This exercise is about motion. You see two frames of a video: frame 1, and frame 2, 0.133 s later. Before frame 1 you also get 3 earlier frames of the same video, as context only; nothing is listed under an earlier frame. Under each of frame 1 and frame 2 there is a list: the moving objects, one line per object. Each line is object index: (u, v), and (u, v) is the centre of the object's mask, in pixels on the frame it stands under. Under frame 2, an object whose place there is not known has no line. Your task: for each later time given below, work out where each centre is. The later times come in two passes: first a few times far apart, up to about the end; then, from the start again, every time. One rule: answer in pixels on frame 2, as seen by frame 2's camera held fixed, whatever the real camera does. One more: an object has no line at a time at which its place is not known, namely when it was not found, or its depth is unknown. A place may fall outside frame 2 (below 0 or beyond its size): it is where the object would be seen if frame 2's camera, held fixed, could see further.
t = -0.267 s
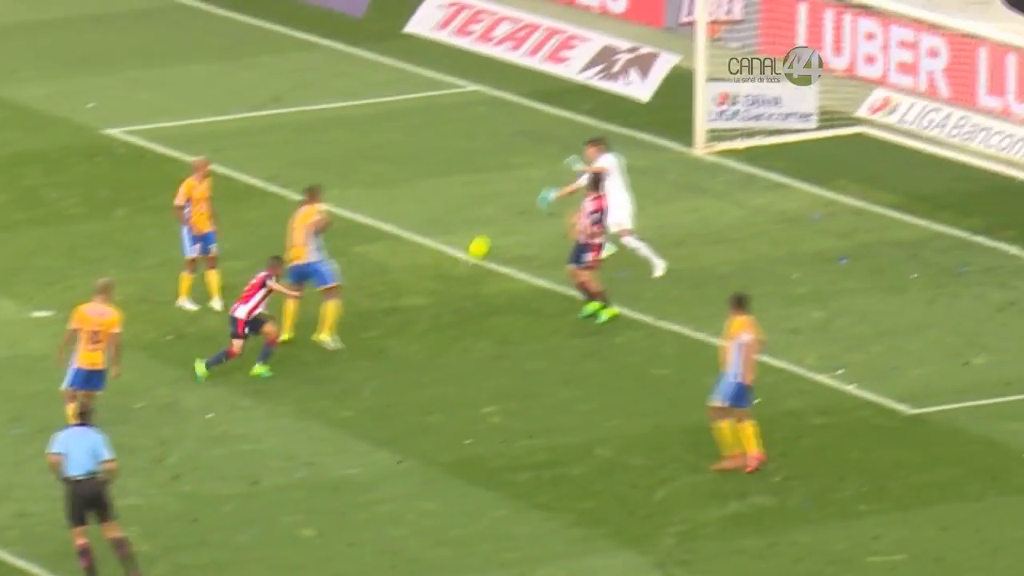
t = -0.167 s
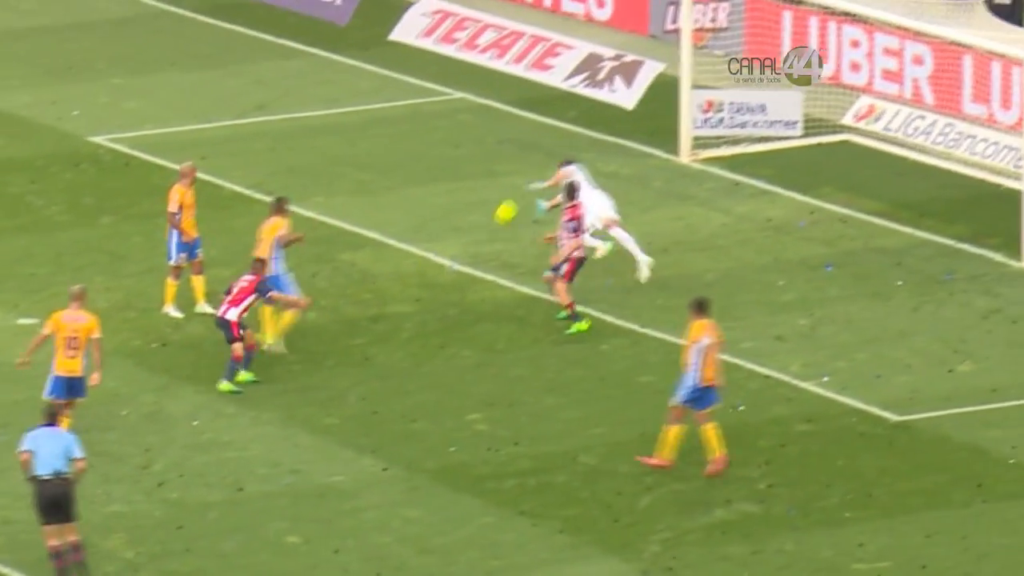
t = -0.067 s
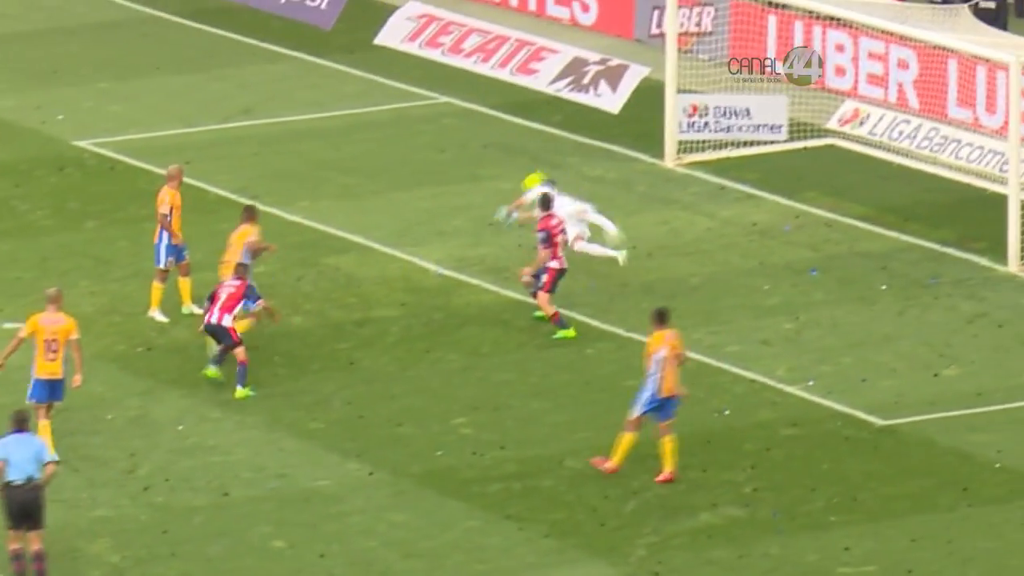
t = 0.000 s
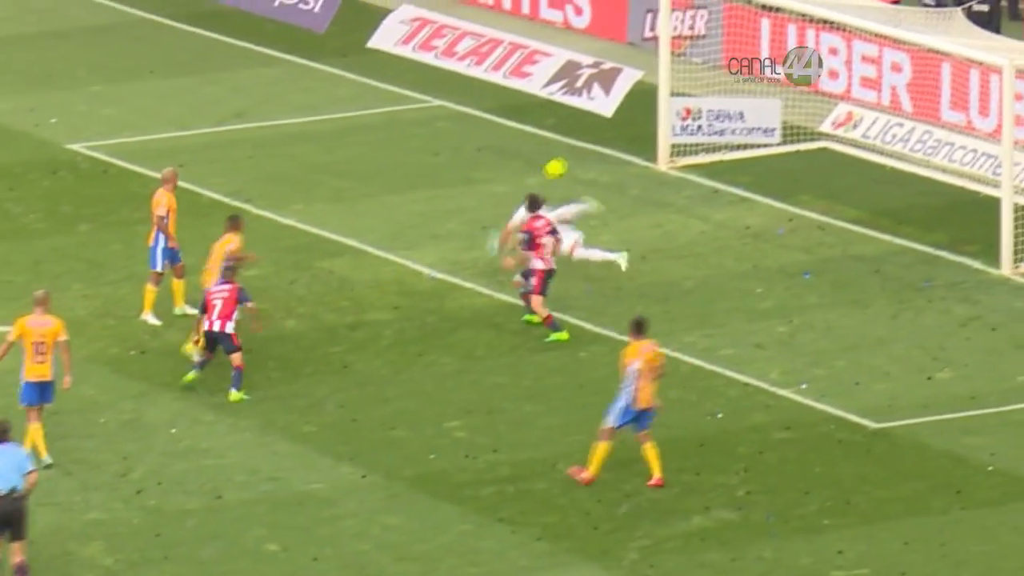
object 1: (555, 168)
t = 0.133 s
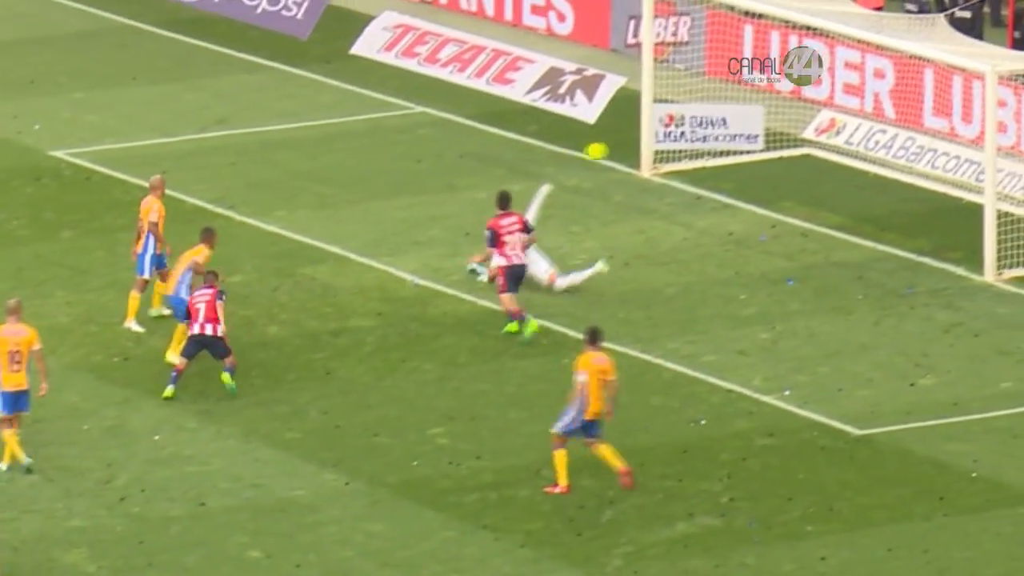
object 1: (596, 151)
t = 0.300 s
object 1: (665, 149)
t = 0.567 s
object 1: (741, 170)
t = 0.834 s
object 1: (789, 193)
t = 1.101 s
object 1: (838, 211)
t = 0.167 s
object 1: (610, 147)
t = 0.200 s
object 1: (624, 144)
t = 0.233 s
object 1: (637, 142)
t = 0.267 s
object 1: (653, 142)
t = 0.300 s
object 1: (665, 149)
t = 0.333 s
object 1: (678, 155)
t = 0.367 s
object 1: (692, 162)
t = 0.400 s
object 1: (705, 172)
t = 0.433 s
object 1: (717, 178)
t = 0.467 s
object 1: (724, 176)
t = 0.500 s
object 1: (730, 173)
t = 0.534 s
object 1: (736, 172)
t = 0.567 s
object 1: (741, 170)
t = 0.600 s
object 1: (747, 170)
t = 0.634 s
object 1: (753, 171)
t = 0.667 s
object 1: (759, 172)
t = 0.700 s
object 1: (765, 175)
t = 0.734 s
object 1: (771, 178)
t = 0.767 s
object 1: (777, 182)
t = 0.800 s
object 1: (783, 187)
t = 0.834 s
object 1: (789, 193)
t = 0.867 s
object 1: (795, 200)
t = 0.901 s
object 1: (801, 204)
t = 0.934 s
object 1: (807, 203)
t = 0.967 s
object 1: (813, 203)
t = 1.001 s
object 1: (819, 203)
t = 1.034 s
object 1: (825, 205)
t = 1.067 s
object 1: (831, 207)
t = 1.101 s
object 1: (838, 211)
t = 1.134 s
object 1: (844, 215)
